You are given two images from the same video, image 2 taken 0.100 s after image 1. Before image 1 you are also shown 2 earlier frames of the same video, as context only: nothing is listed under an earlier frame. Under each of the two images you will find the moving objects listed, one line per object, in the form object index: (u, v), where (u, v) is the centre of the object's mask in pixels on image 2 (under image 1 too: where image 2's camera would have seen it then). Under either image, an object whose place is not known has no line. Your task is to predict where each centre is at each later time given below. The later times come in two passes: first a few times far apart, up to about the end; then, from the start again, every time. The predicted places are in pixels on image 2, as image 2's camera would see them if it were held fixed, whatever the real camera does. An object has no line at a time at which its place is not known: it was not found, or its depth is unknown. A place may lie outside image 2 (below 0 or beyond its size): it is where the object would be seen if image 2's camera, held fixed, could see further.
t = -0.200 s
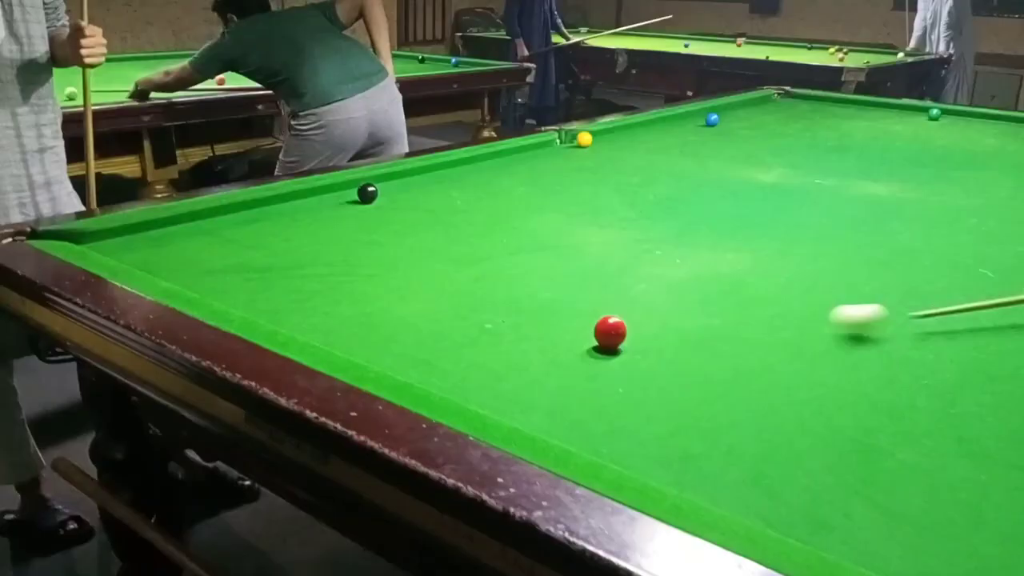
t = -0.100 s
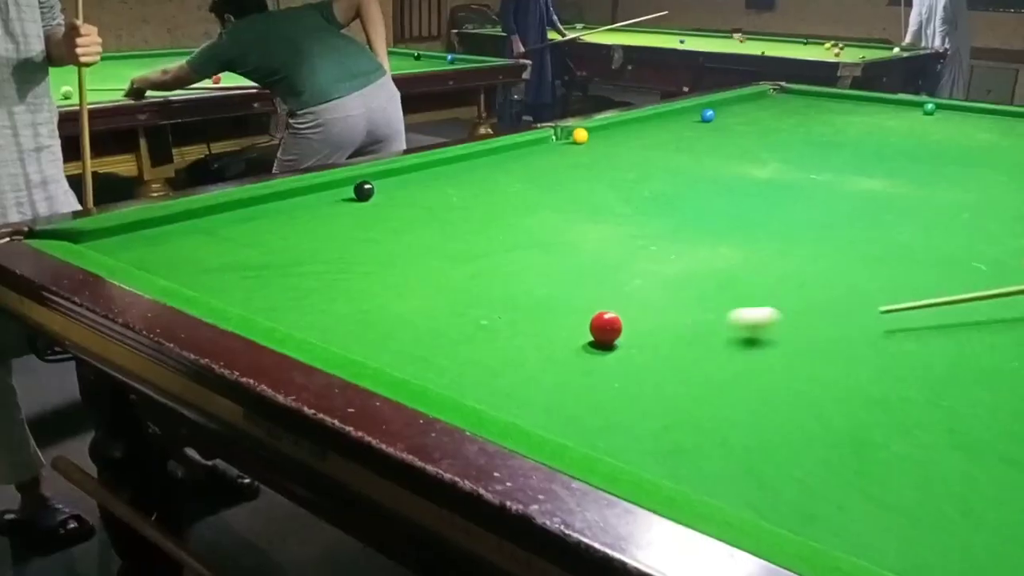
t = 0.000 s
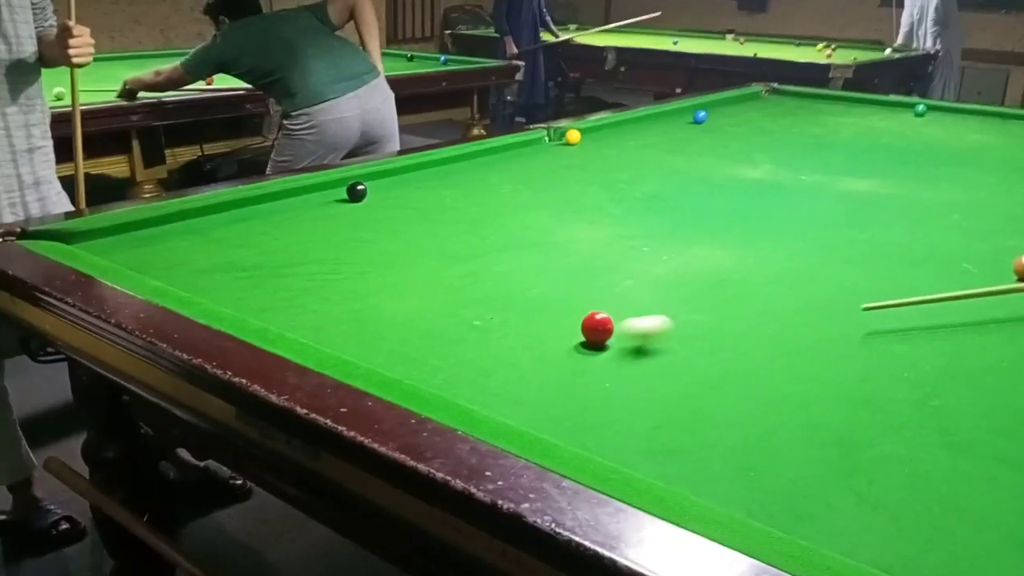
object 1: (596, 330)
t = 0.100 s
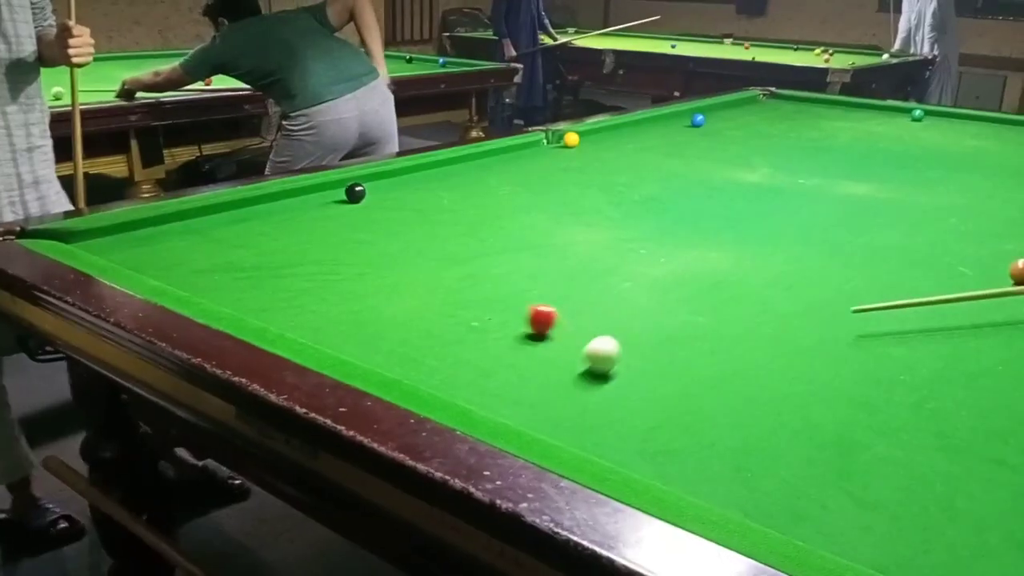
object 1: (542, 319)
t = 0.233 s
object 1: (479, 309)
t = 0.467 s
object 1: (380, 292)
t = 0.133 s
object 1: (525, 316)
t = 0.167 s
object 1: (510, 313)
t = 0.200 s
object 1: (494, 311)
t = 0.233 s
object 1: (479, 309)
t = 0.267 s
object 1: (464, 306)
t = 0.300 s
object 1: (449, 304)
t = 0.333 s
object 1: (435, 302)
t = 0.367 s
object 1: (421, 300)
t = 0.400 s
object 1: (407, 297)
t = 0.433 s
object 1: (394, 295)
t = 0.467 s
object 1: (380, 292)
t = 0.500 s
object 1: (368, 290)
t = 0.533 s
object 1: (356, 288)
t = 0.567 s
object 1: (344, 285)
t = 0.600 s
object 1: (331, 283)
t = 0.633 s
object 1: (320, 281)
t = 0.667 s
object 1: (308, 279)
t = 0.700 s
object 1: (296, 277)
